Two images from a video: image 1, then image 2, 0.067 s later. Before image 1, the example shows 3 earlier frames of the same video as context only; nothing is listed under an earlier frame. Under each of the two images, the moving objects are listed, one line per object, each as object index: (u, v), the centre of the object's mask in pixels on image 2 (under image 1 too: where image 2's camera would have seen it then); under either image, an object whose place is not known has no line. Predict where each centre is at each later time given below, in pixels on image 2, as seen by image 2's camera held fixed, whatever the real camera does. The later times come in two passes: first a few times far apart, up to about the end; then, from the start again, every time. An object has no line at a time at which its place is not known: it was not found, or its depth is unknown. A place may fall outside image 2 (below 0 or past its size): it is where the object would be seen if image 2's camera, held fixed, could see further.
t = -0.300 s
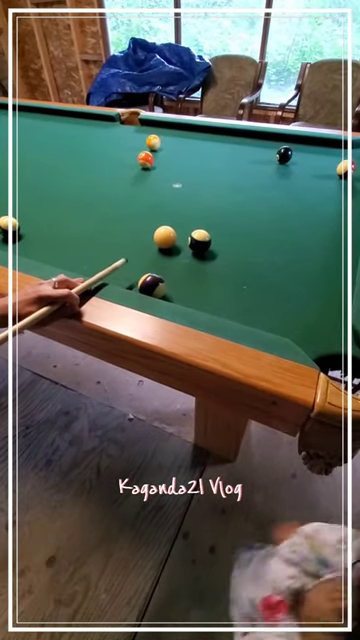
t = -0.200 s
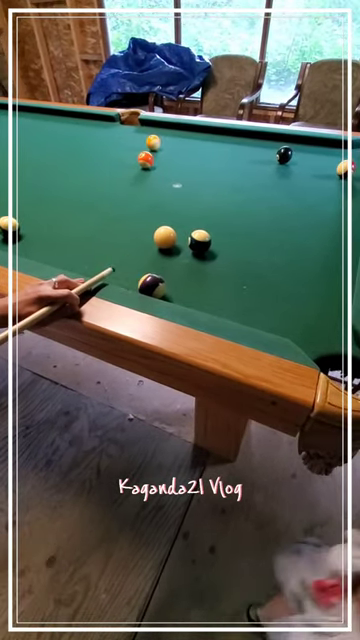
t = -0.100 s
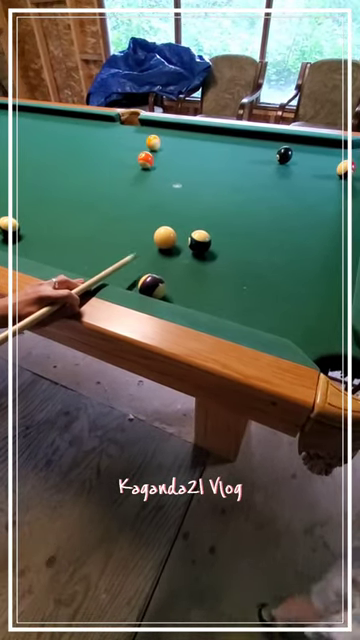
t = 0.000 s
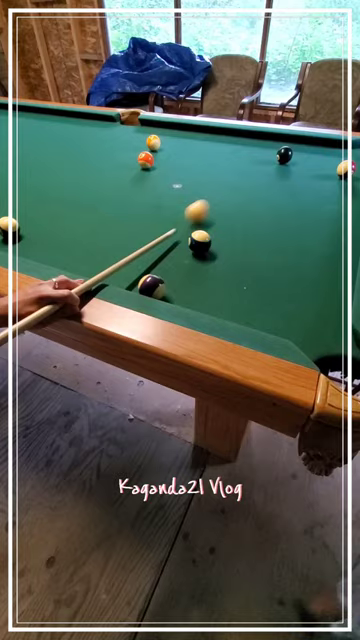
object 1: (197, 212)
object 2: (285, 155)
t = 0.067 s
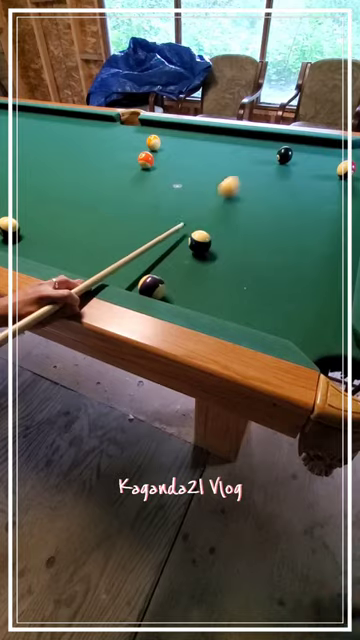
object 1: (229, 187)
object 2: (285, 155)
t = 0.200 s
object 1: (267, 153)
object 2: (290, 154)
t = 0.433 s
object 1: (236, 141)
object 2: (355, 149)
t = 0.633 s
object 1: (196, 155)
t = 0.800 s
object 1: (159, 166)
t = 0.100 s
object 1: (242, 177)
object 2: (285, 155)
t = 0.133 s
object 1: (253, 168)
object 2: (285, 155)
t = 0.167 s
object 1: (264, 159)
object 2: (285, 155)
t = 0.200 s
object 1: (267, 153)
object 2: (290, 154)
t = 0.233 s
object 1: (263, 147)
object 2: (303, 153)
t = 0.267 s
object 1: (260, 142)
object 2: (314, 152)
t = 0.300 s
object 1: (258, 137)
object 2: (325, 151)
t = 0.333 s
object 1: (255, 134)
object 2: (334, 151)
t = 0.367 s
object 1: (249, 137)
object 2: (341, 151)
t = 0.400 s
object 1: (242, 139)
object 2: (352, 149)
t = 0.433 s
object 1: (236, 141)
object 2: (355, 149)
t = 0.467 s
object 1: (230, 144)
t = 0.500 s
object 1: (223, 146)
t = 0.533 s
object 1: (216, 148)
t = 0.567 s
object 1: (210, 150)
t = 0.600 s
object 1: (203, 152)
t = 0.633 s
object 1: (196, 155)
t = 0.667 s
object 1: (189, 157)
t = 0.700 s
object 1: (182, 159)
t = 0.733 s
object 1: (174, 161)
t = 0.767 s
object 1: (167, 164)
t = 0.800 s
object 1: (159, 166)
